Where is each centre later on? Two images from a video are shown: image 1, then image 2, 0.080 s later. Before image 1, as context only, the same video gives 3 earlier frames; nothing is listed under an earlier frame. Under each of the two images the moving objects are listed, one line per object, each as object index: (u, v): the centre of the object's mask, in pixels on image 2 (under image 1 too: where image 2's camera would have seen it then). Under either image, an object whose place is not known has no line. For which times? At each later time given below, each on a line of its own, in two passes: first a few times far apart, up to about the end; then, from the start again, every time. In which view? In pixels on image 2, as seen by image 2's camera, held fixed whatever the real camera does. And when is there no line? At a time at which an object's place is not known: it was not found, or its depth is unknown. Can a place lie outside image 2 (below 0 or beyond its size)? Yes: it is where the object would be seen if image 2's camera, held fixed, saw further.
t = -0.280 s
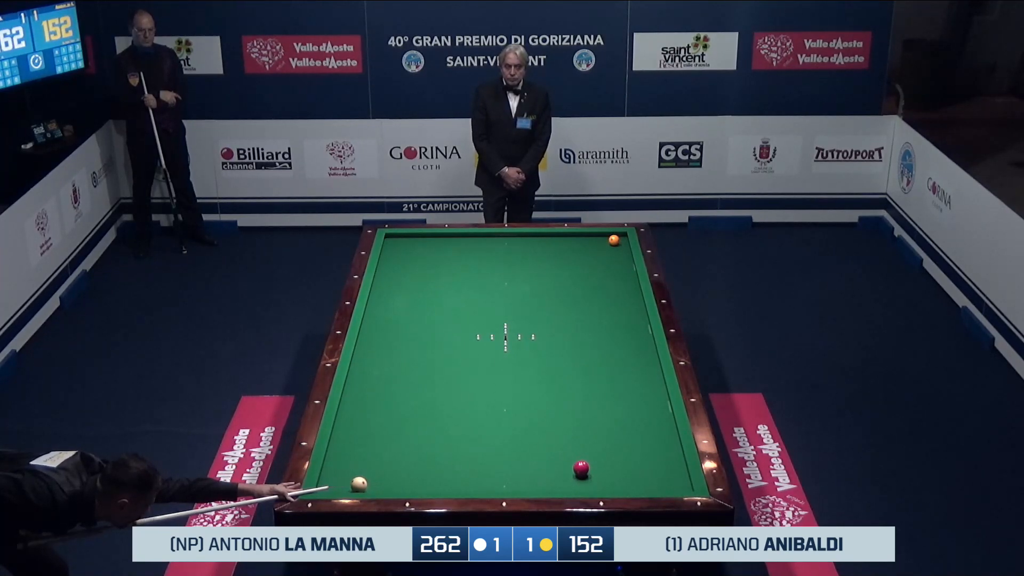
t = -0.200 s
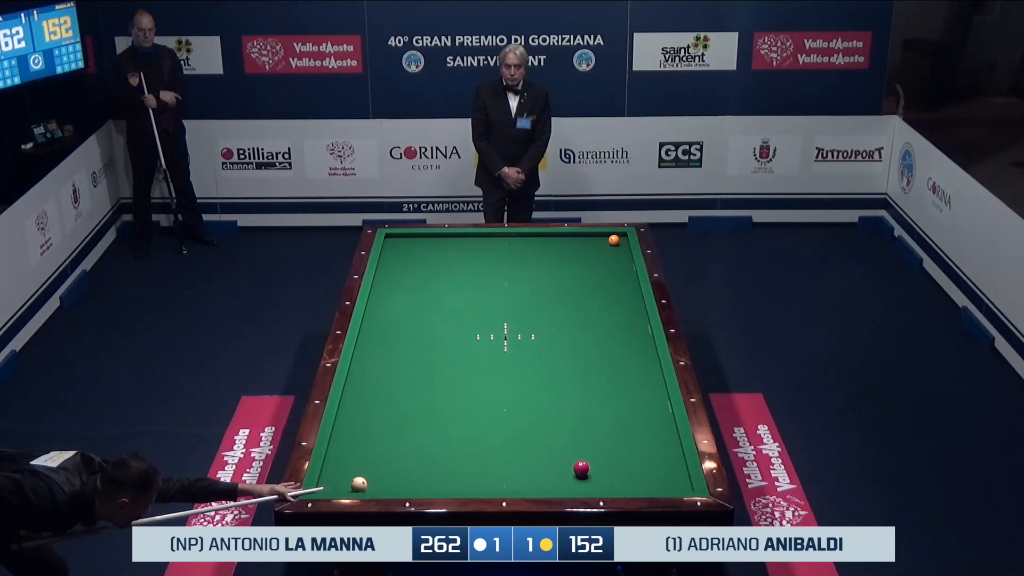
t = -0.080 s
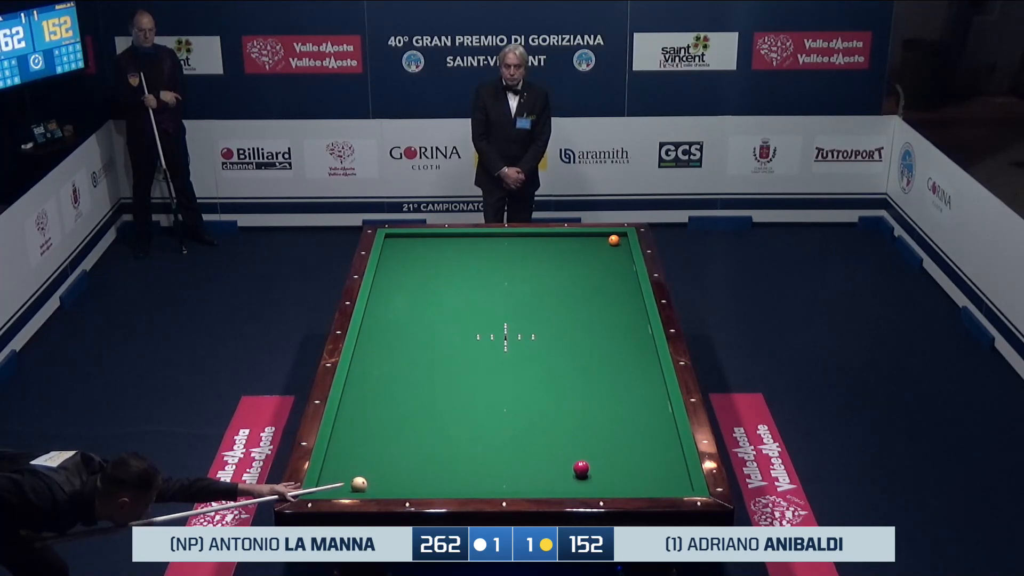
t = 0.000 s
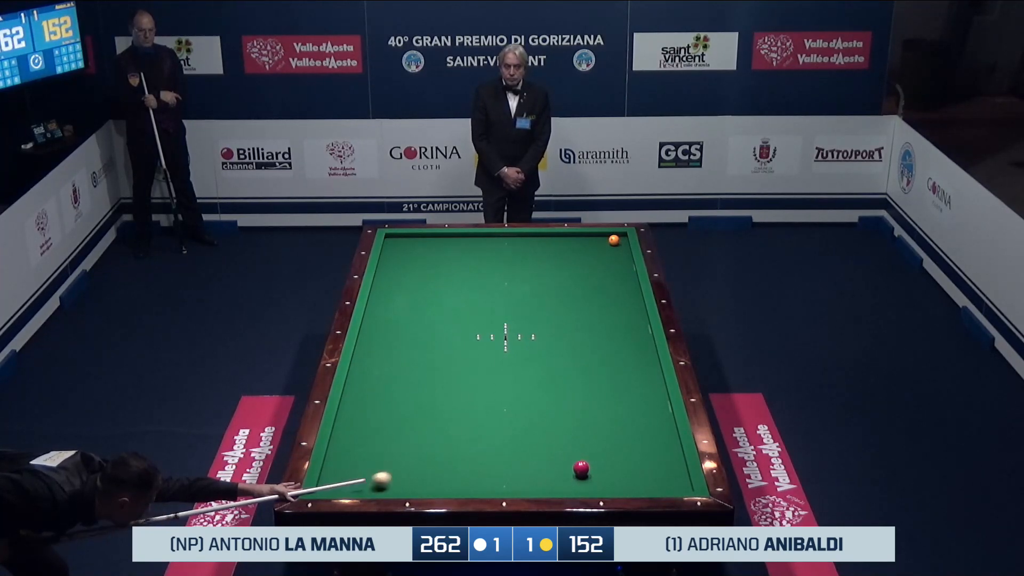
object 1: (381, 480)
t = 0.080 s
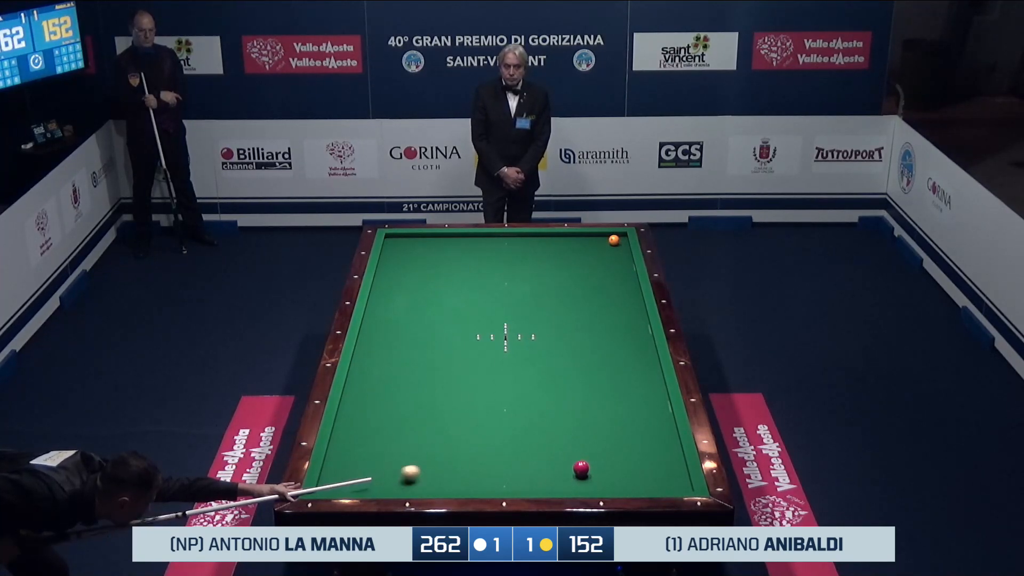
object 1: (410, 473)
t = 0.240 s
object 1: (464, 461)
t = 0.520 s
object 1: (555, 440)
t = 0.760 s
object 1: (627, 423)
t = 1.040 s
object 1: (633, 405)
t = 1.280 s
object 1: (588, 390)
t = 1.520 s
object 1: (548, 376)
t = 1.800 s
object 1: (503, 361)
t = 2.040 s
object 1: (468, 349)
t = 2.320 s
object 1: (428, 336)
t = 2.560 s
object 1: (397, 325)
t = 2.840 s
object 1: (375, 314)
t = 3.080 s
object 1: (393, 307)
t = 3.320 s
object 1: (410, 301)
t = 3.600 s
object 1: (428, 295)
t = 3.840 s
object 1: (443, 289)
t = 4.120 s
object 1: (459, 283)
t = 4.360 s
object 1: (473, 278)
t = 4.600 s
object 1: (485, 273)
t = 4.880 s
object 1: (500, 268)
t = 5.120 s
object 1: (511, 263)
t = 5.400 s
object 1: (524, 259)
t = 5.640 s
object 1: (535, 255)
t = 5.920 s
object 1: (546, 250)
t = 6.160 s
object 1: (555, 247)
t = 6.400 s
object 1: (564, 243)
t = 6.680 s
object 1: (574, 240)
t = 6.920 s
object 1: (582, 237)
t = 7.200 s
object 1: (591, 235)
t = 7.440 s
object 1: (596, 236)
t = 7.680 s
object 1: (602, 238)
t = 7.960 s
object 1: (605, 238)
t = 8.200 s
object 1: (605, 239)
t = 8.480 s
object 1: (606, 239)
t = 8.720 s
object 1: (606, 239)
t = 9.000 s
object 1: (606, 239)
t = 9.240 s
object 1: (606, 239)
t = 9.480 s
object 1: (606, 239)
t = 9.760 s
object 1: (606, 239)
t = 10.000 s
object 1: (606, 239)
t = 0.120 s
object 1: (424, 470)
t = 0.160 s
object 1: (438, 467)
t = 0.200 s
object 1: (451, 464)
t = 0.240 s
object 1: (464, 461)
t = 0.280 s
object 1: (478, 458)
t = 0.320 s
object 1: (491, 454)
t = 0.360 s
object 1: (504, 452)
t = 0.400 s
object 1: (517, 448)
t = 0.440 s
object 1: (530, 445)
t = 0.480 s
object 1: (542, 443)
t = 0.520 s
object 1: (555, 440)
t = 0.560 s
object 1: (567, 437)
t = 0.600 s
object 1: (579, 434)
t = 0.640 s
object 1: (591, 431)
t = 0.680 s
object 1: (603, 429)
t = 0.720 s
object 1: (615, 426)
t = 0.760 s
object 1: (627, 423)
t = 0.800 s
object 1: (639, 420)
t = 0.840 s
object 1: (650, 417)
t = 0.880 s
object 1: (661, 415)
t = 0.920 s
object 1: (662, 412)
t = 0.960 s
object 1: (652, 410)
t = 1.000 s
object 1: (642, 407)
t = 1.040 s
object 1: (633, 405)
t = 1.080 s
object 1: (624, 402)
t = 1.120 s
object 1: (617, 400)
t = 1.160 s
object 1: (610, 397)
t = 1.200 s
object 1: (603, 395)
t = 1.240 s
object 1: (596, 392)
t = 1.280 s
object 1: (588, 390)
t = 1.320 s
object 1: (581, 388)
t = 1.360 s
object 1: (575, 385)
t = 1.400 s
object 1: (568, 383)
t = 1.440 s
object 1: (561, 381)
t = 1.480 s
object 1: (554, 379)
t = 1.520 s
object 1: (548, 376)
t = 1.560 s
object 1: (541, 374)
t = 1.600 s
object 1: (535, 372)
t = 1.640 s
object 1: (528, 370)
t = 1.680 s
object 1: (522, 368)
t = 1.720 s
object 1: (516, 365)
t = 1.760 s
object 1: (510, 363)
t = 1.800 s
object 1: (503, 361)
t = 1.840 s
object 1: (497, 359)
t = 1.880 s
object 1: (491, 357)
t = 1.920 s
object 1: (485, 355)
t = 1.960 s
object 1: (479, 353)
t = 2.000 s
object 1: (473, 351)
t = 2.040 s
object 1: (468, 349)
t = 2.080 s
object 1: (461, 347)
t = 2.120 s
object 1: (456, 345)
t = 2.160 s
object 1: (450, 343)
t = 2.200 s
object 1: (445, 341)
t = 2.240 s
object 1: (439, 339)
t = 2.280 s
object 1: (434, 337)
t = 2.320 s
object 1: (428, 336)
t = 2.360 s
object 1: (423, 334)
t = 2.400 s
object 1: (418, 332)
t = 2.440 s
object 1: (412, 330)
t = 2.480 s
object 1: (407, 328)
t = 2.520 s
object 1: (402, 327)
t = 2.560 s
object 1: (397, 325)
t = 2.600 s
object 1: (391, 323)
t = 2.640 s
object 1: (387, 321)
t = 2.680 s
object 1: (381, 320)
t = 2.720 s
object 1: (377, 318)
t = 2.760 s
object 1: (372, 316)
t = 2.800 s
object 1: (370, 315)
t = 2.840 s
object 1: (375, 314)
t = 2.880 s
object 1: (379, 313)
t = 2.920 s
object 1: (382, 312)
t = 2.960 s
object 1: (385, 311)
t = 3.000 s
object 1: (388, 310)
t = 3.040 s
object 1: (390, 308)
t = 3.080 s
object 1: (393, 307)
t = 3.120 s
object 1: (396, 306)
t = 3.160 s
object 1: (399, 306)
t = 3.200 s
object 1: (402, 304)
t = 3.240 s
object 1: (404, 303)
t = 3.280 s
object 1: (407, 302)
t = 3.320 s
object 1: (410, 301)
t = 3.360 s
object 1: (413, 300)
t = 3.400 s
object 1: (415, 299)
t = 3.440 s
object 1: (418, 298)
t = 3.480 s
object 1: (420, 297)
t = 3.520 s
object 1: (423, 297)
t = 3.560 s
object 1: (426, 295)
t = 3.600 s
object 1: (428, 295)
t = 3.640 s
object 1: (431, 293)
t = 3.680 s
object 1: (433, 293)
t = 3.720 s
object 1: (436, 292)
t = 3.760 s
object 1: (438, 291)
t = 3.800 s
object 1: (441, 290)
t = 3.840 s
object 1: (443, 289)
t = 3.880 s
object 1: (445, 288)
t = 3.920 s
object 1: (448, 287)
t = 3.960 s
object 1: (450, 286)
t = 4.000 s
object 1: (452, 285)
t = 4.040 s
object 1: (455, 285)
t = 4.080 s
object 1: (457, 284)
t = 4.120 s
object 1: (459, 283)
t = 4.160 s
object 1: (462, 282)
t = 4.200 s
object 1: (464, 281)
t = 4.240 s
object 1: (466, 280)
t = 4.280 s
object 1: (468, 279)
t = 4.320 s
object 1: (471, 279)
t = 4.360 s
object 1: (473, 278)
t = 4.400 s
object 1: (475, 277)
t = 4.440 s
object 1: (477, 276)
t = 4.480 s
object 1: (479, 275)
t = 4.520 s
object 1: (481, 275)
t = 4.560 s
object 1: (483, 274)
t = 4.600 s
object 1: (485, 273)
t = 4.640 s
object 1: (488, 272)
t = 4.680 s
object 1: (490, 272)
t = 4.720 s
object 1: (492, 271)
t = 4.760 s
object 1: (494, 270)
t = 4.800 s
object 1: (496, 269)
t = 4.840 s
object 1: (498, 268)
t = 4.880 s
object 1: (500, 268)
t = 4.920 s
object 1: (502, 267)
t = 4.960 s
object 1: (504, 266)
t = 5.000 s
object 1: (505, 266)
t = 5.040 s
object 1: (507, 265)
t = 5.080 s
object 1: (509, 264)
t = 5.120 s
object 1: (511, 263)
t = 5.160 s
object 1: (513, 263)
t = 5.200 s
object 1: (515, 262)
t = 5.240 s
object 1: (517, 261)
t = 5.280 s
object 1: (519, 261)
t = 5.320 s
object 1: (521, 260)
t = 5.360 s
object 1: (522, 259)
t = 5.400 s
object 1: (524, 259)
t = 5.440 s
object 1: (526, 258)
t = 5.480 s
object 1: (528, 257)
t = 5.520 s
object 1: (529, 257)
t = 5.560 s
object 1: (531, 256)
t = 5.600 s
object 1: (533, 255)
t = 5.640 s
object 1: (535, 255)
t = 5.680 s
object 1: (536, 254)
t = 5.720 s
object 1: (538, 254)
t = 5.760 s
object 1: (540, 253)
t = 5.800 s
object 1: (541, 252)
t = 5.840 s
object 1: (543, 252)
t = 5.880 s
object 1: (544, 251)
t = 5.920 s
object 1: (546, 250)
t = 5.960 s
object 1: (548, 250)
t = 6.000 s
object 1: (549, 249)
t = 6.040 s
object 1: (551, 249)
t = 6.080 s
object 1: (553, 248)
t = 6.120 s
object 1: (554, 247)
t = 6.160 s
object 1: (555, 247)
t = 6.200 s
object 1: (557, 246)
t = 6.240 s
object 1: (559, 246)
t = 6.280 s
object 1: (560, 245)
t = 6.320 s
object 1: (561, 245)
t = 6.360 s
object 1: (563, 244)
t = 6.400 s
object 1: (564, 243)
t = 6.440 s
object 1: (566, 243)
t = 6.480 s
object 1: (567, 242)
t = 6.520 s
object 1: (569, 242)
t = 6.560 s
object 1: (570, 241)
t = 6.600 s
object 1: (571, 241)
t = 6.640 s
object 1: (573, 240)
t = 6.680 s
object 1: (574, 240)
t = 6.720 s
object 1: (576, 239)
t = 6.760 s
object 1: (577, 239)
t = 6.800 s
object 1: (578, 238)
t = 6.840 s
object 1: (580, 238)
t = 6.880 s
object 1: (581, 237)
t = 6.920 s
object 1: (582, 237)
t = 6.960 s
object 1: (583, 236)
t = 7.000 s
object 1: (585, 236)
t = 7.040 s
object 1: (586, 235)
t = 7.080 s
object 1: (587, 235)
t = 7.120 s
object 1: (589, 234)
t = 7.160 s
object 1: (590, 234)
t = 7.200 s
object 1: (591, 235)
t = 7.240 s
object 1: (591, 235)
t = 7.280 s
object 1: (592, 235)
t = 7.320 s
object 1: (593, 236)
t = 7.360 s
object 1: (594, 236)
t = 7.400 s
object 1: (596, 236)
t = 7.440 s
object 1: (596, 236)
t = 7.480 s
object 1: (597, 236)
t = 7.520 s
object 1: (598, 237)
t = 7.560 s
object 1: (599, 237)
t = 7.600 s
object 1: (600, 237)
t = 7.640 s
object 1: (601, 237)
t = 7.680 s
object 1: (602, 238)
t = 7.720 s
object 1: (603, 238)
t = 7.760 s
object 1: (603, 238)
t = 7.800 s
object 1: (604, 238)
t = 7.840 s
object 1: (604, 238)
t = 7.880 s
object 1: (604, 238)
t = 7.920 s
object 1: (605, 238)
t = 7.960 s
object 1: (605, 238)
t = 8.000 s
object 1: (605, 239)
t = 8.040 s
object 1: (605, 239)
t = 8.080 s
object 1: (605, 239)
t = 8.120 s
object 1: (605, 239)
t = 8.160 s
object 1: (605, 239)
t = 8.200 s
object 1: (605, 239)
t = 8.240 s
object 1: (605, 239)
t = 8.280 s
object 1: (605, 239)
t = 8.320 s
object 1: (606, 239)
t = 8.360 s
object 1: (606, 239)
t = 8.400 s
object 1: (606, 239)
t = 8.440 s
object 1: (606, 239)
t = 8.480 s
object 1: (606, 239)
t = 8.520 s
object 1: (606, 239)
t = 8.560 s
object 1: (606, 239)
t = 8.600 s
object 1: (606, 239)
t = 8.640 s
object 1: (606, 239)
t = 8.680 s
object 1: (606, 239)
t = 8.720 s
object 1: (606, 239)
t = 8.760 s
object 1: (606, 239)
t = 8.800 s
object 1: (606, 239)
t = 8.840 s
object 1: (606, 239)
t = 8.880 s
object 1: (606, 239)
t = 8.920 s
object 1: (606, 239)
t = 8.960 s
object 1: (606, 239)
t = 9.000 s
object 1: (606, 239)
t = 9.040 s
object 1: (606, 239)
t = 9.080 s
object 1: (606, 239)
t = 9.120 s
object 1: (606, 239)
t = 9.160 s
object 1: (606, 239)
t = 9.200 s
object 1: (606, 239)
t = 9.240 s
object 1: (606, 239)
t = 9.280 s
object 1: (606, 239)
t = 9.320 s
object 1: (606, 239)
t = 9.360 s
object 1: (606, 239)
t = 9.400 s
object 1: (606, 239)
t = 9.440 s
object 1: (606, 239)
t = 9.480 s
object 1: (606, 239)
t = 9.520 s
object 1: (606, 239)
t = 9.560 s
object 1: (606, 239)
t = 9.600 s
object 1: (606, 239)
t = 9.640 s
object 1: (606, 239)
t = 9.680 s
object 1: (606, 239)
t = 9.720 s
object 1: (606, 239)
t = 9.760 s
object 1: (606, 239)
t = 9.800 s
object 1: (606, 239)
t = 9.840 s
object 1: (606, 239)
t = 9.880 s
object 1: (606, 239)
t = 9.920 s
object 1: (606, 239)
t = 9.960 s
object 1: (606, 239)
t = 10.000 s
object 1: (606, 239)
